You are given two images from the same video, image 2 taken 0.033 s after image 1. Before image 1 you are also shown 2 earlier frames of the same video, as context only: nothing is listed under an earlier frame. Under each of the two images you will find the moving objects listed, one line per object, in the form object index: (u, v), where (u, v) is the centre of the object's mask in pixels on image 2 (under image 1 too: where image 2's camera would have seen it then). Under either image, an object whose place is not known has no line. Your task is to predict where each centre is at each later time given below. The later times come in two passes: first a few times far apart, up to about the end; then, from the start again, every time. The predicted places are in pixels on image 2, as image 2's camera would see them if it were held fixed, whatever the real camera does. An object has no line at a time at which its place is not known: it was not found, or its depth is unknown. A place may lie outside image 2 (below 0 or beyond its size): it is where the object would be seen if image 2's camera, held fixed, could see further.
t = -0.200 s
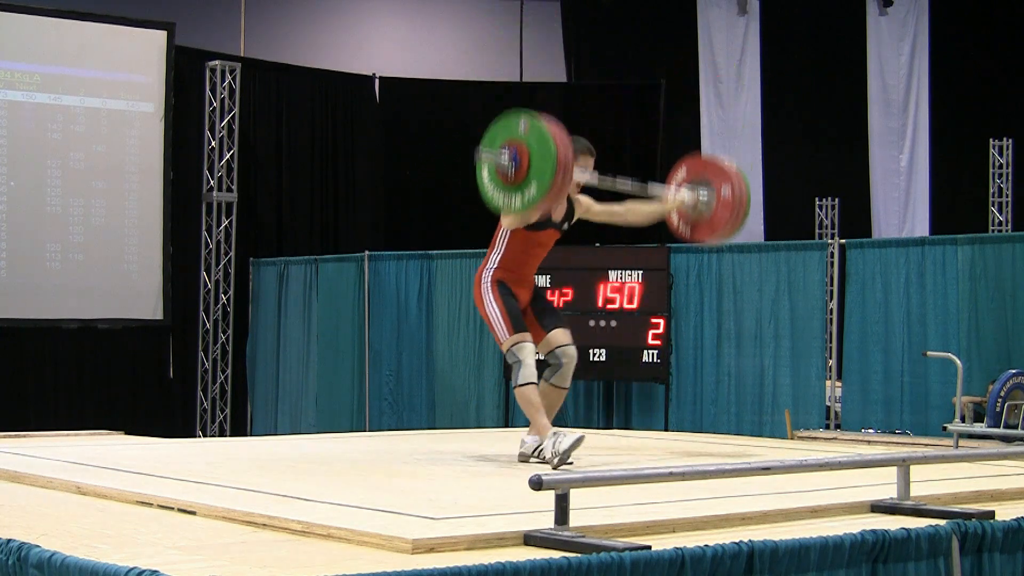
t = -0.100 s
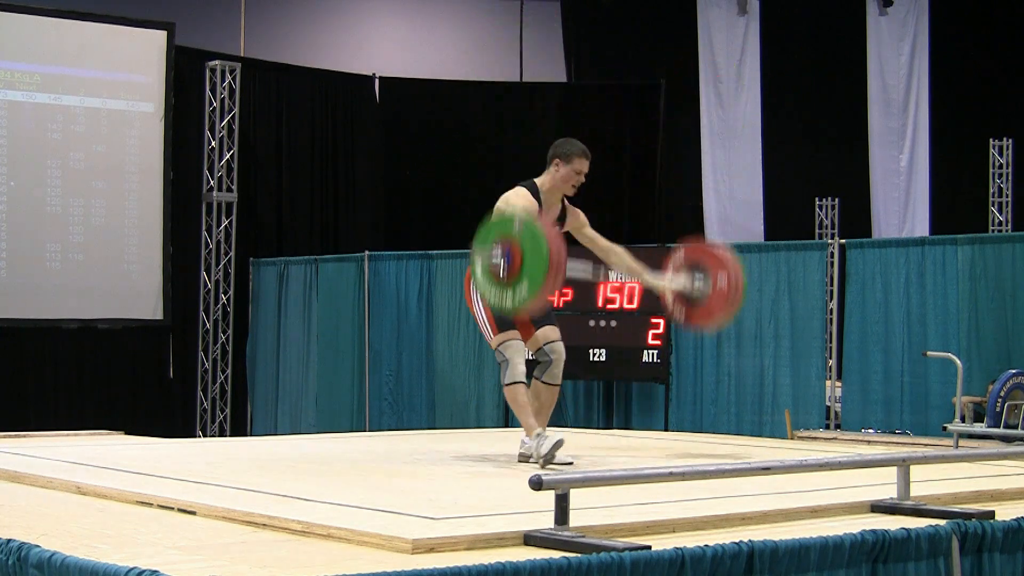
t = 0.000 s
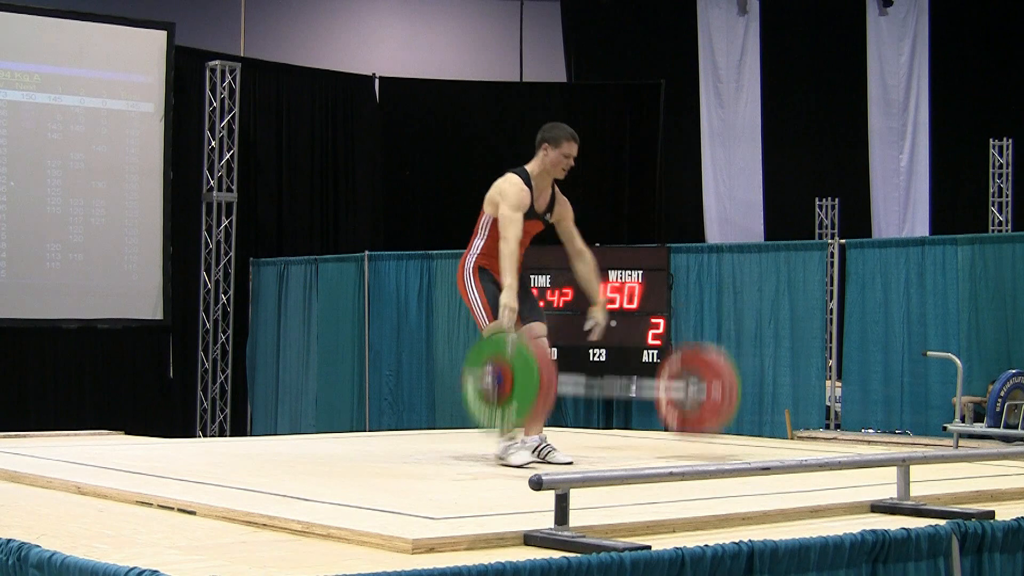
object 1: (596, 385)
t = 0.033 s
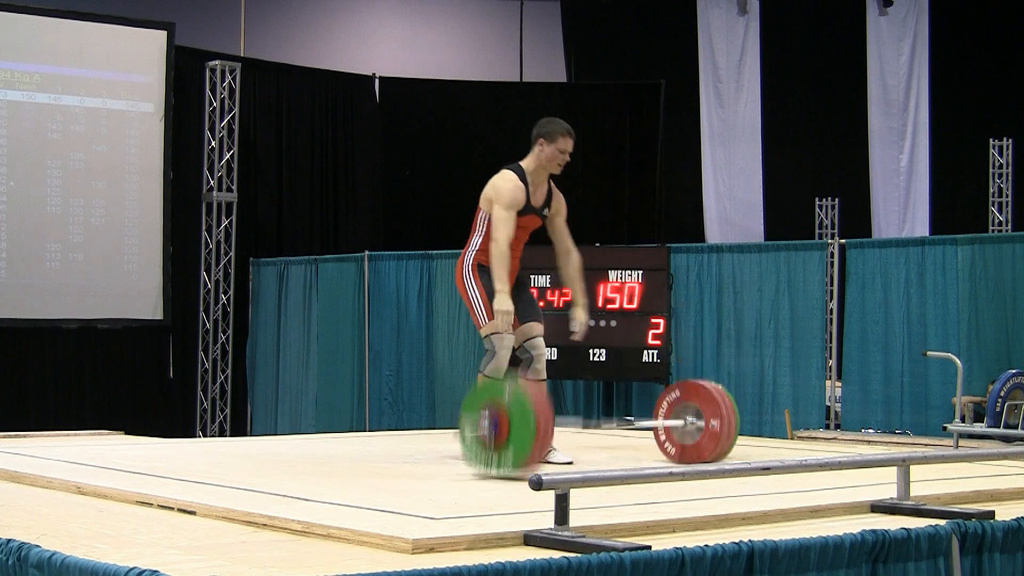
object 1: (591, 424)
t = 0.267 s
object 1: (569, 382)
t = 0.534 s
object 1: (546, 422)
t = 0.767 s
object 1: (537, 424)
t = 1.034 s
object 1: (530, 424)
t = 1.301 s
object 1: (525, 424)
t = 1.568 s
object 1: (521, 424)
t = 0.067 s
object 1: (588, 423)
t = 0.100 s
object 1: (585, 408)
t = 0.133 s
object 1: (581, 401)
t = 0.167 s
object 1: (578, 392)
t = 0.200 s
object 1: (575, 386)
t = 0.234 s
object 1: (572, 384)
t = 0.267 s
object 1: (569, 382)
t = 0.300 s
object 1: (566, 383)
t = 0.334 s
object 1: (563, 387)
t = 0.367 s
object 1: (559, 392)
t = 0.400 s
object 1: (556, 401)
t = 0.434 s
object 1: (553, 410)
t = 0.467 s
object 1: (550, 412)
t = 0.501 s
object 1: (548, 416)
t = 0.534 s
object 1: (546, 422)
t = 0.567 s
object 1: (543, 424)
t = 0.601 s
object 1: (542, 424)
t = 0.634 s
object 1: (540, 422)
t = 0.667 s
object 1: (539, 422)
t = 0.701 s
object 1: (539, 423)
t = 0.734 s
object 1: (537, 425)
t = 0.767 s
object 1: (537, 424)
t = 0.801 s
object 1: (537, 424)
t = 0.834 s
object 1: (536, 424)
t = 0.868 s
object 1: (535, 424)
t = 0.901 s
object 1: (534, 424)
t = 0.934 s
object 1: (533, 424)
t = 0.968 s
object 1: (532, 424)
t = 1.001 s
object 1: (531, 424)
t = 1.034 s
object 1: (530, 424)
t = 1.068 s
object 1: (530, 424)
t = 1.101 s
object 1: (530, 424)
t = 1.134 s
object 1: (529, 424)
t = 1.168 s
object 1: (528, 424)
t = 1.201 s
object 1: (527, 424)
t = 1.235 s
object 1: (527, 424)
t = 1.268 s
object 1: (526, 424)
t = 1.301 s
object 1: (525, 424)
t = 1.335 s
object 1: (525, 424)
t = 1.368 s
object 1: (524, 424)
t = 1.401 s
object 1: (523, 424)
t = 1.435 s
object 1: (523, 424)
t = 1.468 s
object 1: (523, 424)
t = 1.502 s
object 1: (522, 423)
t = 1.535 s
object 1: (522, 424)
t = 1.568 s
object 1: (521, 424)
